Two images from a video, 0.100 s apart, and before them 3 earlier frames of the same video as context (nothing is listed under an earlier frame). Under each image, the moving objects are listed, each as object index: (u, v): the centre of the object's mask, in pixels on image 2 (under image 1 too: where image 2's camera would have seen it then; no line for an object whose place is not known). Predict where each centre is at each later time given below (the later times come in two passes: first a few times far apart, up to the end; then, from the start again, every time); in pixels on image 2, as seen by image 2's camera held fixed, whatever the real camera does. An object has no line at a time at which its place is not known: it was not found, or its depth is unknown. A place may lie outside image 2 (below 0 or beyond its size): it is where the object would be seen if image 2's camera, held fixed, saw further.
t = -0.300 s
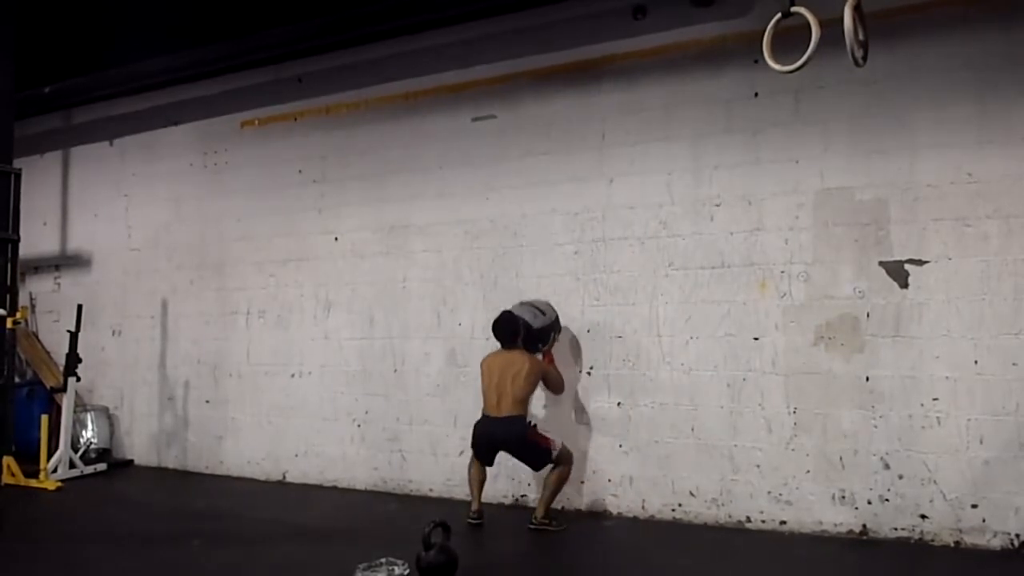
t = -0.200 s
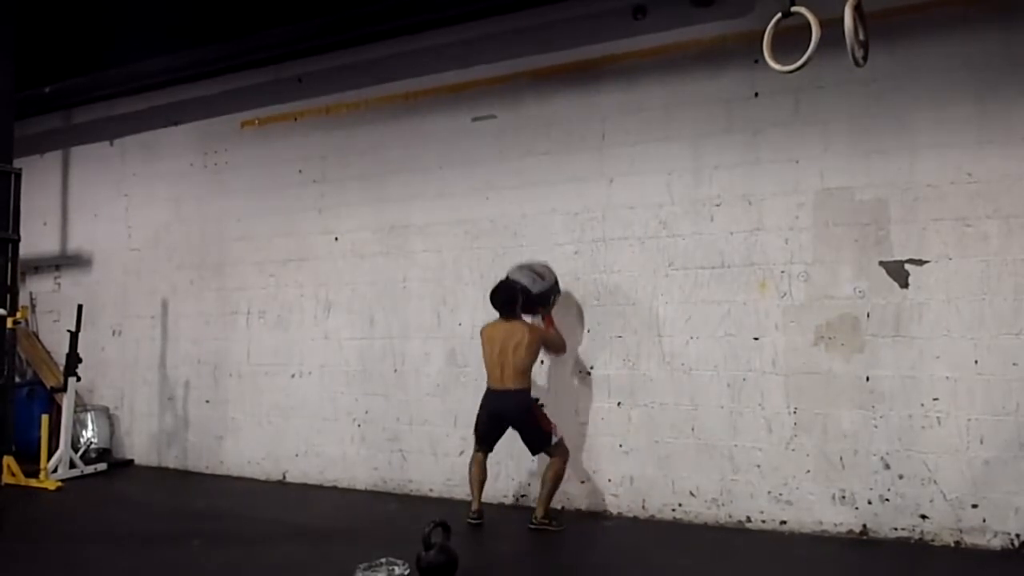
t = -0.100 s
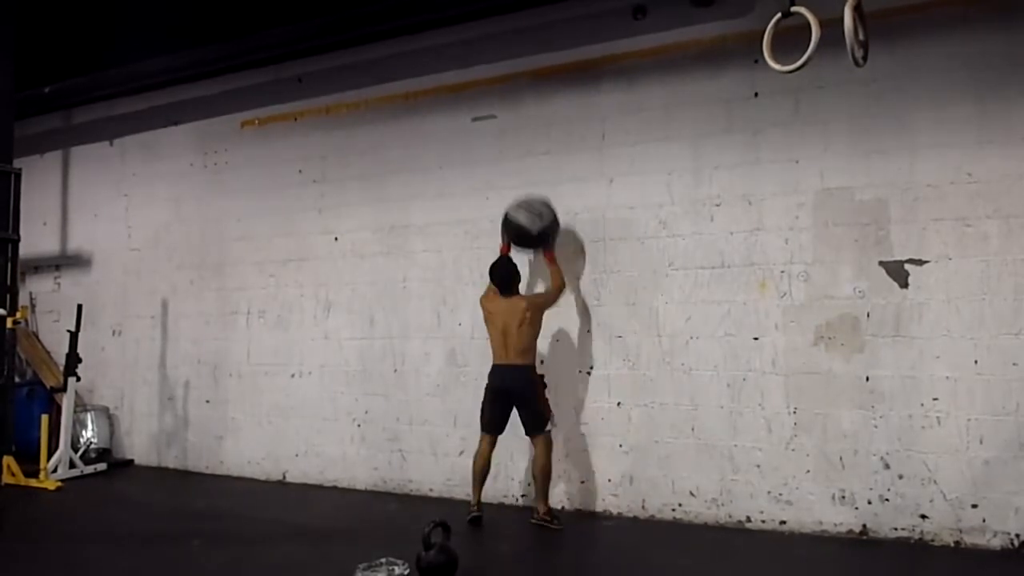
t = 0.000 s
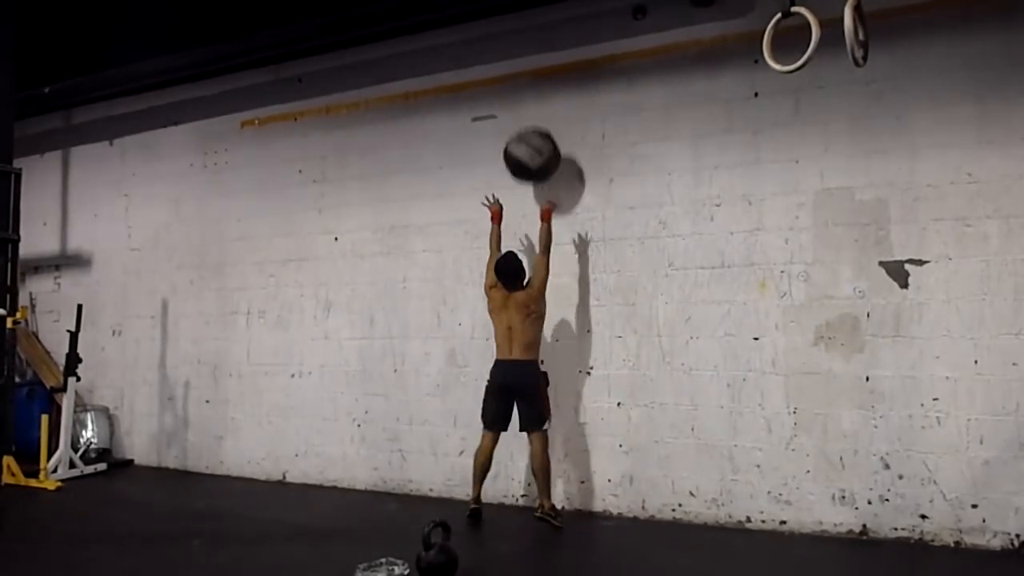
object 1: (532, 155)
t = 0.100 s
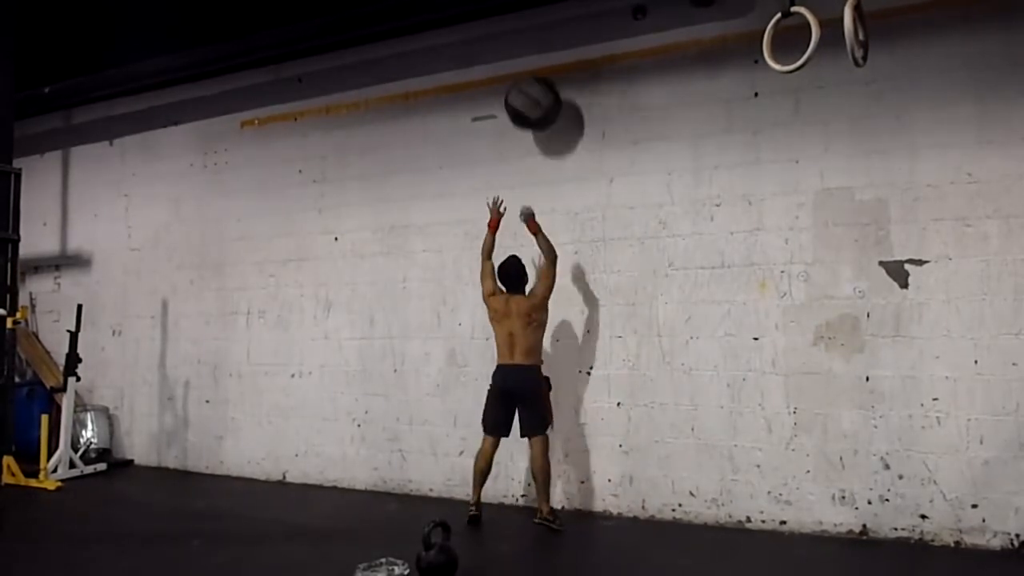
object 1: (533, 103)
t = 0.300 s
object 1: (536, 44)
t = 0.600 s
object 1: (541, 63)
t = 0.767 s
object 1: (542, 128)
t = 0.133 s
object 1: (534, 88)
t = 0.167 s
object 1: (534, 77)
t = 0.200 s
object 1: (534, 66)
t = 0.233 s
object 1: (535, 57)
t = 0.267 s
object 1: (535, 49)
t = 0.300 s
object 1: (536, 44)
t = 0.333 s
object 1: (536, 40)
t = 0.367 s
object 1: (537, 37)
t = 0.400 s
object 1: (537, 37)
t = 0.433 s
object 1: (538, 37)
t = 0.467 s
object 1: (538, 39)
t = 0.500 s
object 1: (540, 44)
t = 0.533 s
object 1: (541, 49)
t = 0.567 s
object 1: (541, 55)
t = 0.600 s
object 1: (541, 63)
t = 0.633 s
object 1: (541, 73)
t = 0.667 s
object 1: (542, 85)
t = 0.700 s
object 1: (542, 98)
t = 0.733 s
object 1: (541, 112)
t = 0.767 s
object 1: (542, 128)
